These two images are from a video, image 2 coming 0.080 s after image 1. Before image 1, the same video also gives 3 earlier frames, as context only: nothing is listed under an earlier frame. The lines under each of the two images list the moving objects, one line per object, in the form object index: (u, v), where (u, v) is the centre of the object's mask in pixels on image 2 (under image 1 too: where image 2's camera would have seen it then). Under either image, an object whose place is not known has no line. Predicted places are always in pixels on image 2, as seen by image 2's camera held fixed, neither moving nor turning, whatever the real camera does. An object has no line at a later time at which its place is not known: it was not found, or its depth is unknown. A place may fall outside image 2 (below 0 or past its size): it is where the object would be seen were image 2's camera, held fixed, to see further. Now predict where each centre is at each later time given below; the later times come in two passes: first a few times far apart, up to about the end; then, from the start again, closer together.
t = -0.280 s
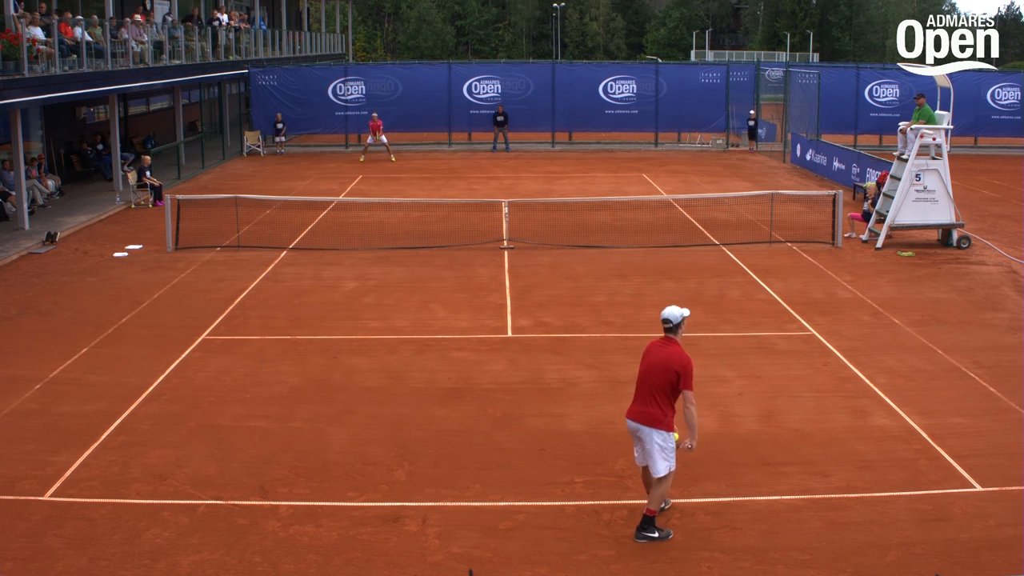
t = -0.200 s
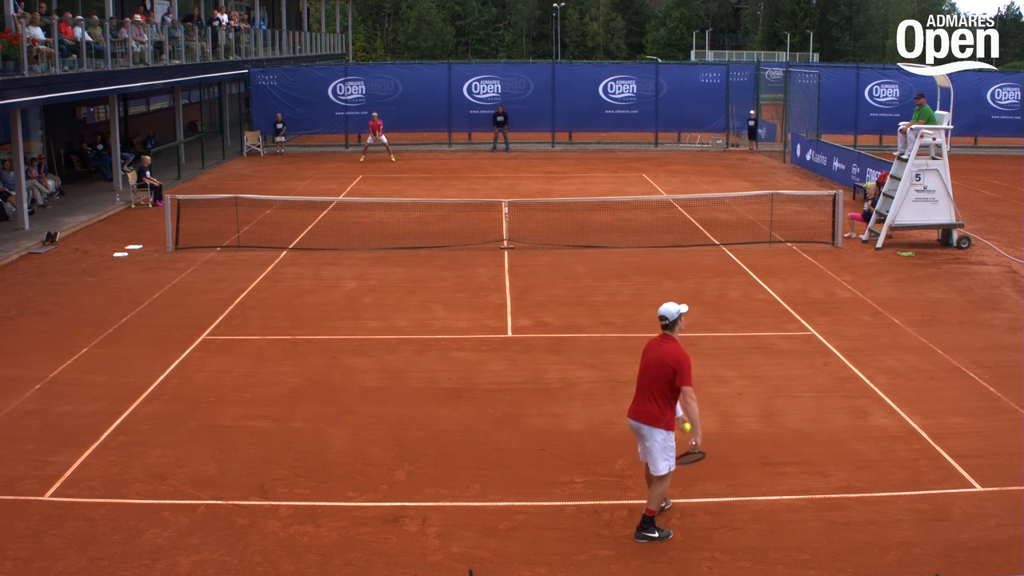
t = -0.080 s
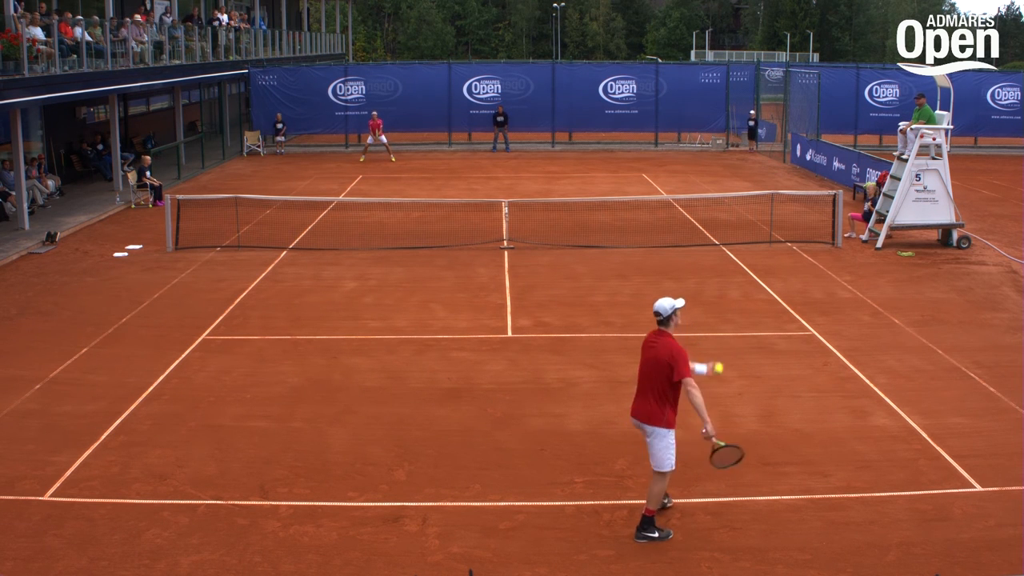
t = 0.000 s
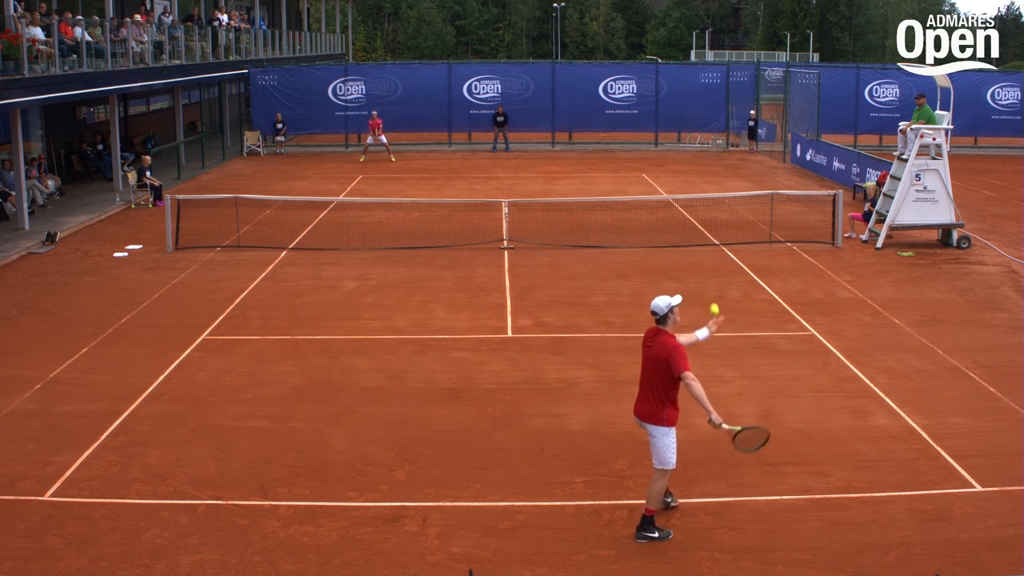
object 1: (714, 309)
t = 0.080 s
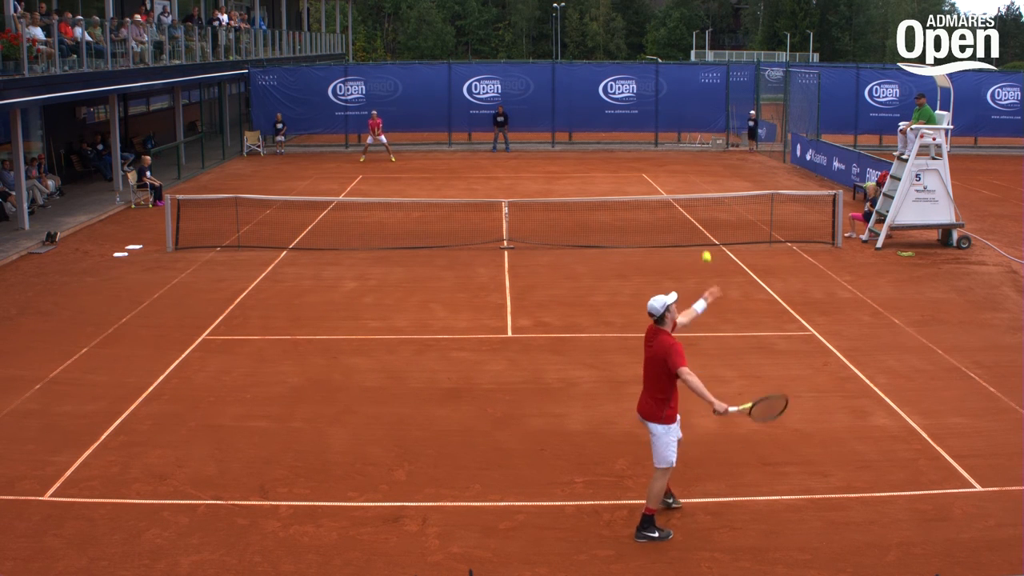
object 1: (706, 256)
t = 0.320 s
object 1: (680, 146)
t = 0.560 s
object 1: (652, 107)
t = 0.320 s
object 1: (680, 146)
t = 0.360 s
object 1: (675, 134)
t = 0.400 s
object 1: (671, 125)
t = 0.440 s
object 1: (666, 117)
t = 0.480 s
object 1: (661, 112)
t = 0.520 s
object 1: (657, 108)
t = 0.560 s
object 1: (652, 107)
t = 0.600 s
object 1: (647, 107)
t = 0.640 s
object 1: (642, 109)
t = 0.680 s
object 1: (637, 113)
